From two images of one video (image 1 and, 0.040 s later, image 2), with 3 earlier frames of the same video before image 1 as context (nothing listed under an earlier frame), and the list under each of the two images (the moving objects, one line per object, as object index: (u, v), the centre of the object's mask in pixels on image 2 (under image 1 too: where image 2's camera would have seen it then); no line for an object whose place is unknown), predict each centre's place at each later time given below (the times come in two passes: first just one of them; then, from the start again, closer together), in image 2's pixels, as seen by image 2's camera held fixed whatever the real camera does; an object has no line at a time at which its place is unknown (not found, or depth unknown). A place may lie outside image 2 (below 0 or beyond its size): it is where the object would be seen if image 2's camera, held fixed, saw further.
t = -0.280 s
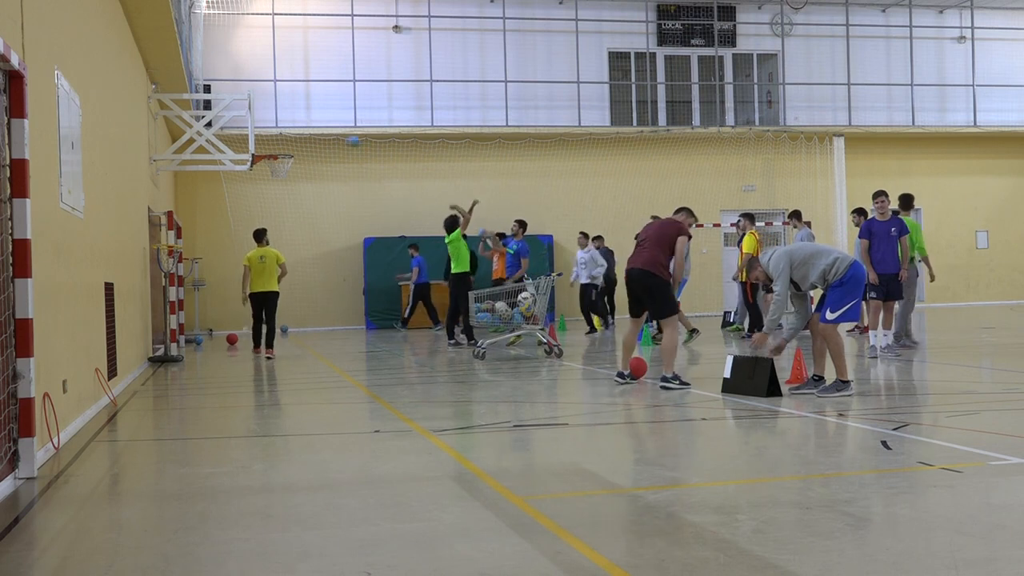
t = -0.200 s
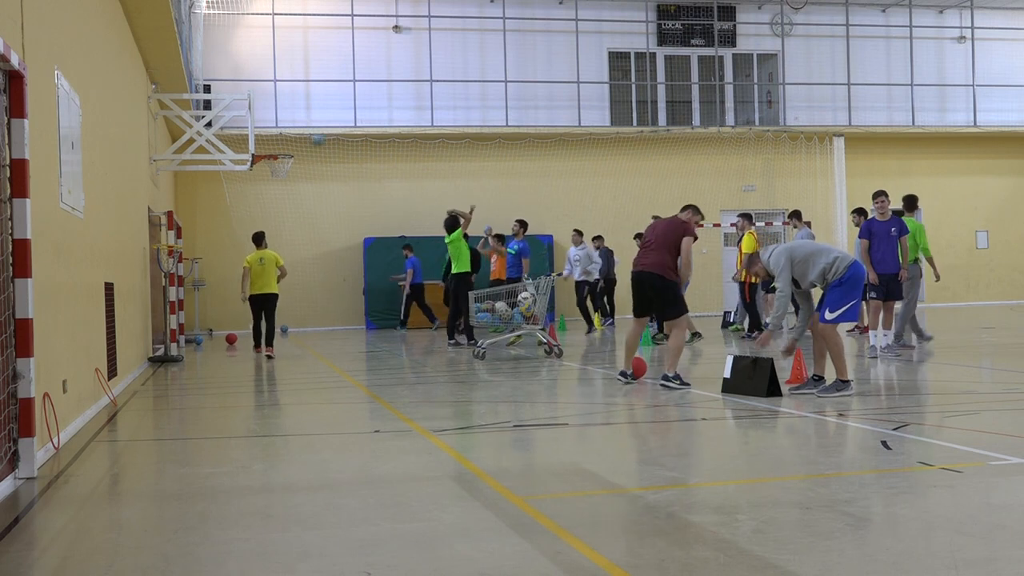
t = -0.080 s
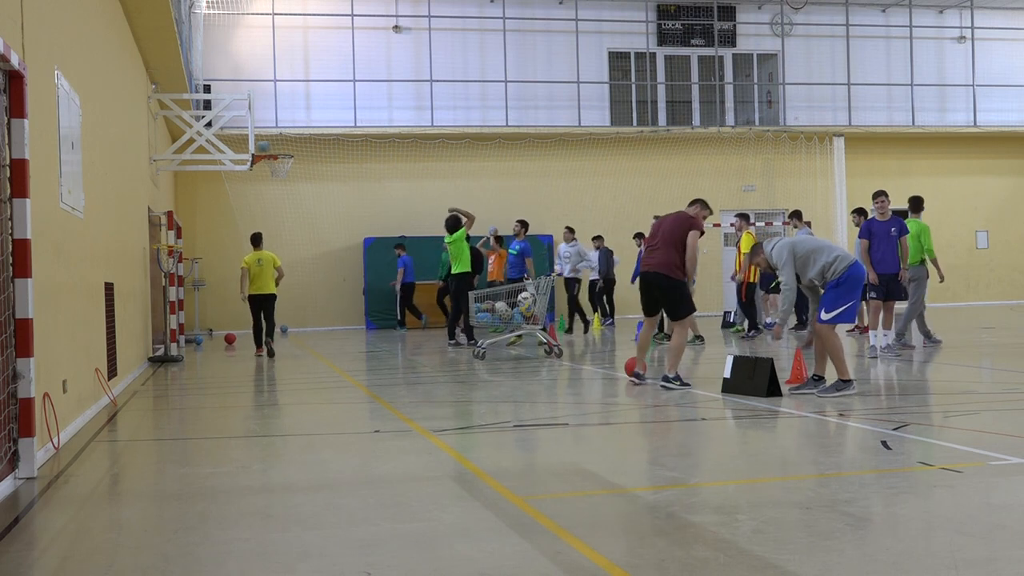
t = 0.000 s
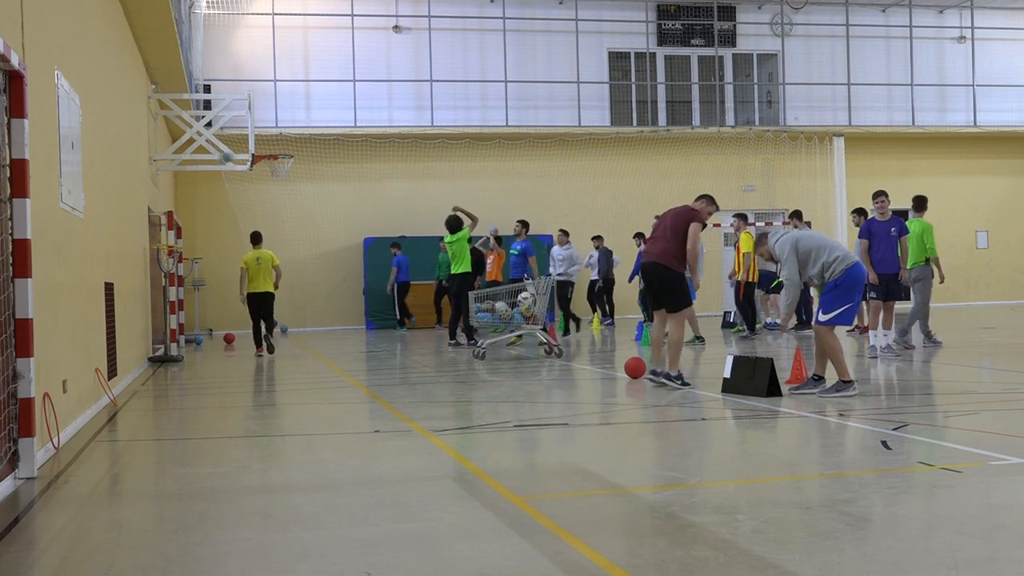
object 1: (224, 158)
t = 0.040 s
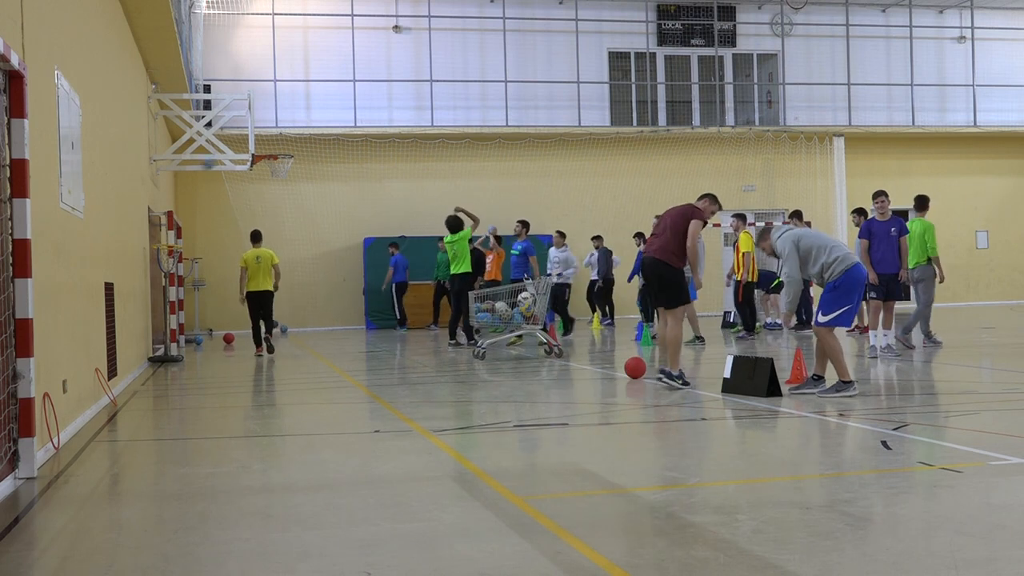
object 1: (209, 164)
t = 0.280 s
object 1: (181, 214)
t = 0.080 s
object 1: (189, 172)
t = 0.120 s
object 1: (171, 181)
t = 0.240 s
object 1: (169, 206)
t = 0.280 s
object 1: (181, 214)
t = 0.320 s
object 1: (194, 224)
